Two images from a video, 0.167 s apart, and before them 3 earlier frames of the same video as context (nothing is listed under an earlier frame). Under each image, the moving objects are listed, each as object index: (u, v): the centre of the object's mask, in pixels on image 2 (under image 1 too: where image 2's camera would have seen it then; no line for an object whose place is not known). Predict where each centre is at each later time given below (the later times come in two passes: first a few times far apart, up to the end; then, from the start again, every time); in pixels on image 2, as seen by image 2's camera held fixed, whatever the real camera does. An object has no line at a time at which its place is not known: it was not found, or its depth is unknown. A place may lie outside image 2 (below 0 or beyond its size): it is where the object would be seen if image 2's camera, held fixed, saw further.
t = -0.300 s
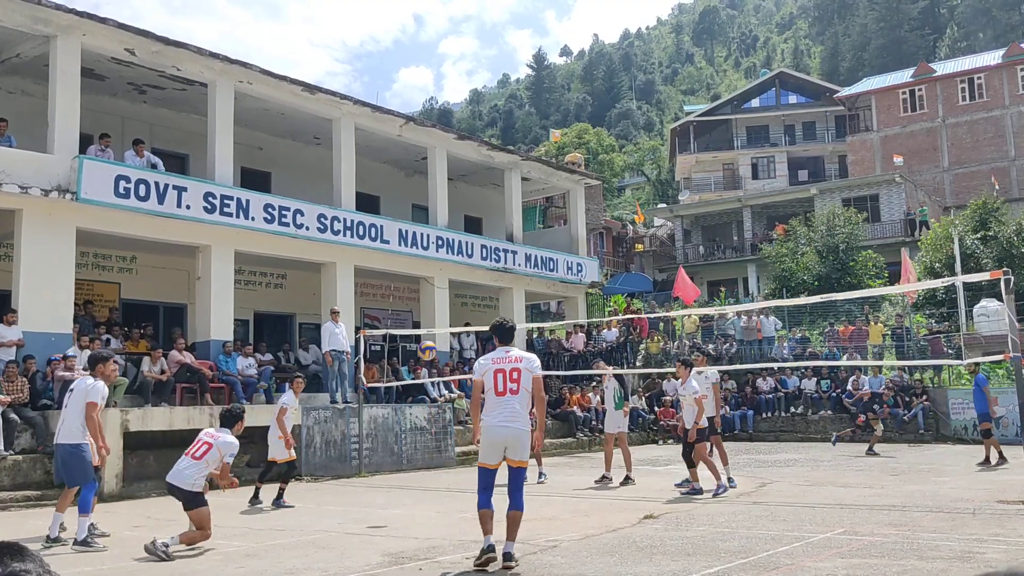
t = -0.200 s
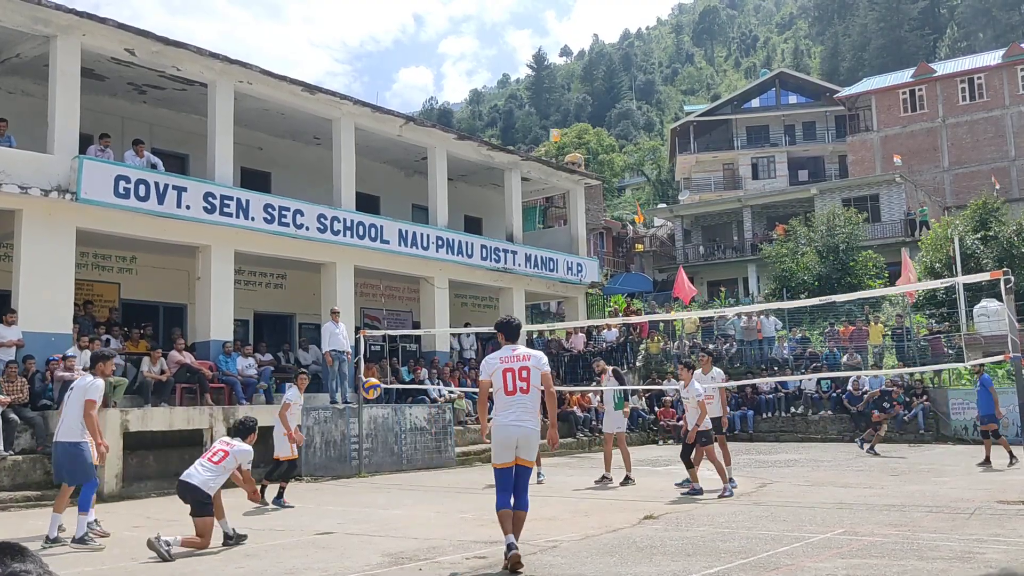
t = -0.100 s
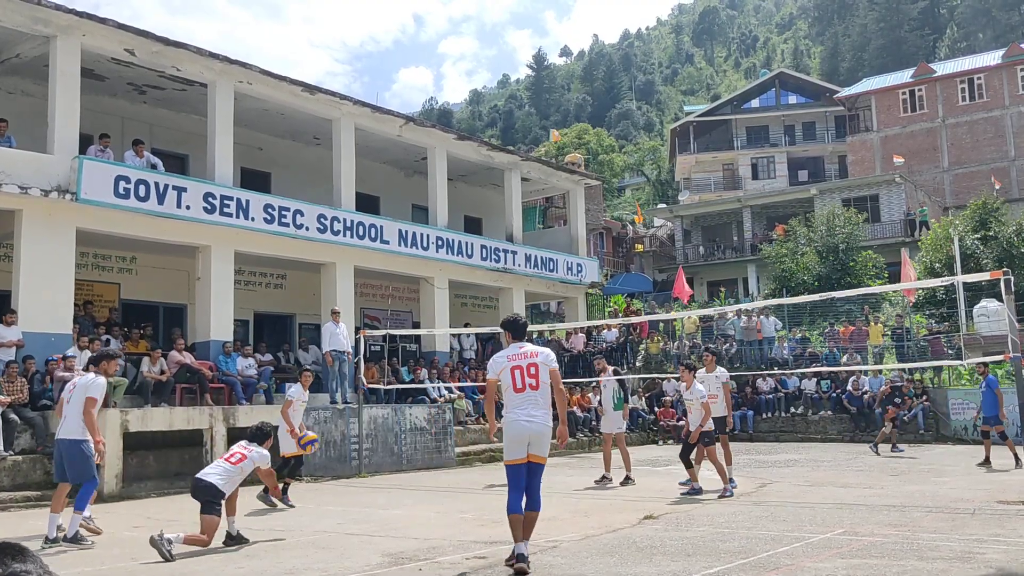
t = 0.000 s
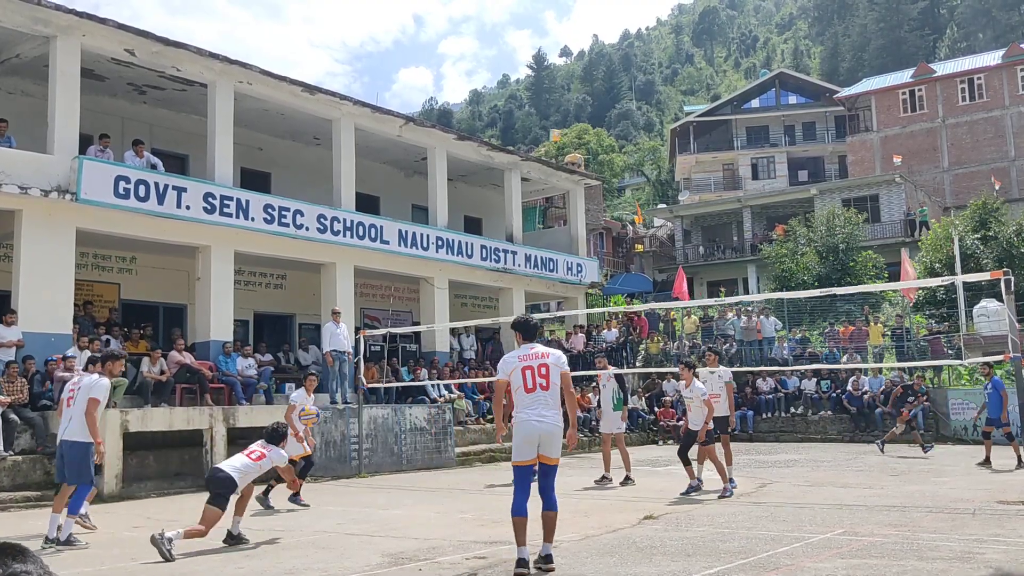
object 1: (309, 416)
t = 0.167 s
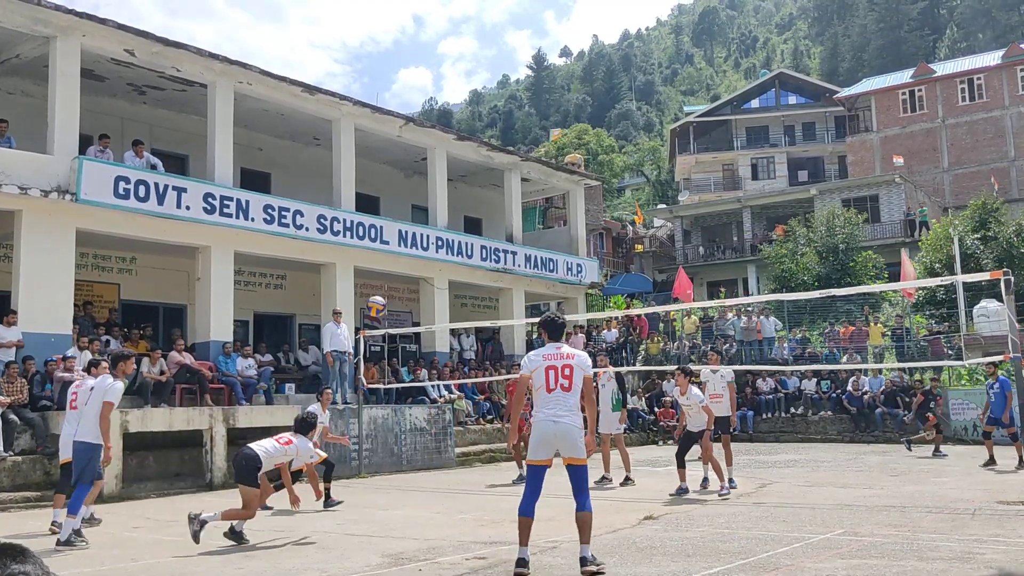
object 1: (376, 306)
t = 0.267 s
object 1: (412, 257)
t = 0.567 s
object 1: (505, 172)
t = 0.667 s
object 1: (532, 161)
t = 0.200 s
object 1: (389, 289)
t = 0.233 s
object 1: (400, 272)
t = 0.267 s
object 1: (412, 257)
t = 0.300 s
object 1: (423, 243)
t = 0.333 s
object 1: (434, 231)
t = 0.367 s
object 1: (445, 220)
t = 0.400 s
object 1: (455, 209)
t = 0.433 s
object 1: (466, 199)
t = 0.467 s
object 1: (475, 191)
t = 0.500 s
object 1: (486, 184)
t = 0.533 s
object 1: (495, 178)
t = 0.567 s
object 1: (505, 172)
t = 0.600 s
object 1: (514, 168)
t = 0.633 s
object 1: (523, 164)
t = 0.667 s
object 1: (532, 161)
